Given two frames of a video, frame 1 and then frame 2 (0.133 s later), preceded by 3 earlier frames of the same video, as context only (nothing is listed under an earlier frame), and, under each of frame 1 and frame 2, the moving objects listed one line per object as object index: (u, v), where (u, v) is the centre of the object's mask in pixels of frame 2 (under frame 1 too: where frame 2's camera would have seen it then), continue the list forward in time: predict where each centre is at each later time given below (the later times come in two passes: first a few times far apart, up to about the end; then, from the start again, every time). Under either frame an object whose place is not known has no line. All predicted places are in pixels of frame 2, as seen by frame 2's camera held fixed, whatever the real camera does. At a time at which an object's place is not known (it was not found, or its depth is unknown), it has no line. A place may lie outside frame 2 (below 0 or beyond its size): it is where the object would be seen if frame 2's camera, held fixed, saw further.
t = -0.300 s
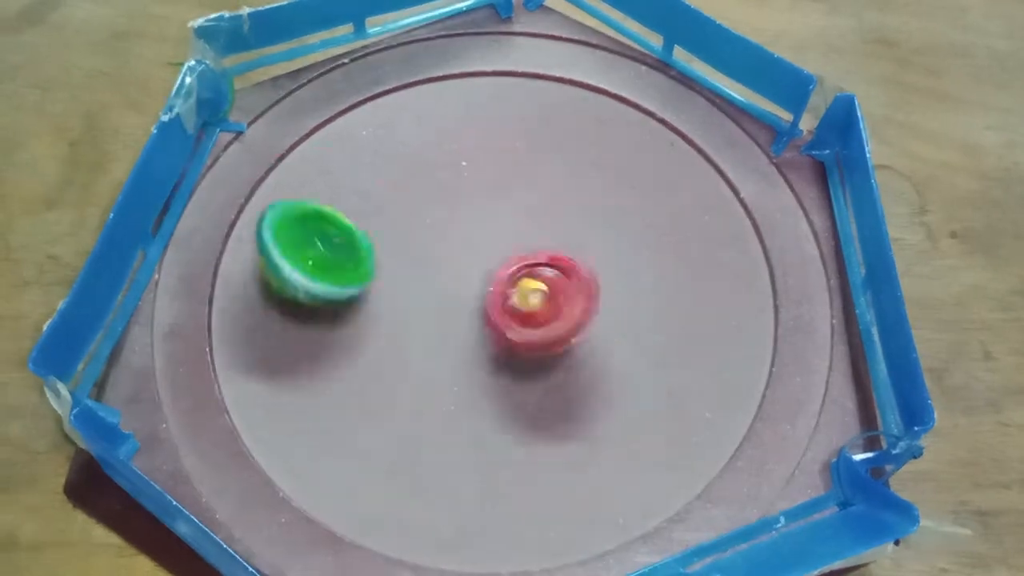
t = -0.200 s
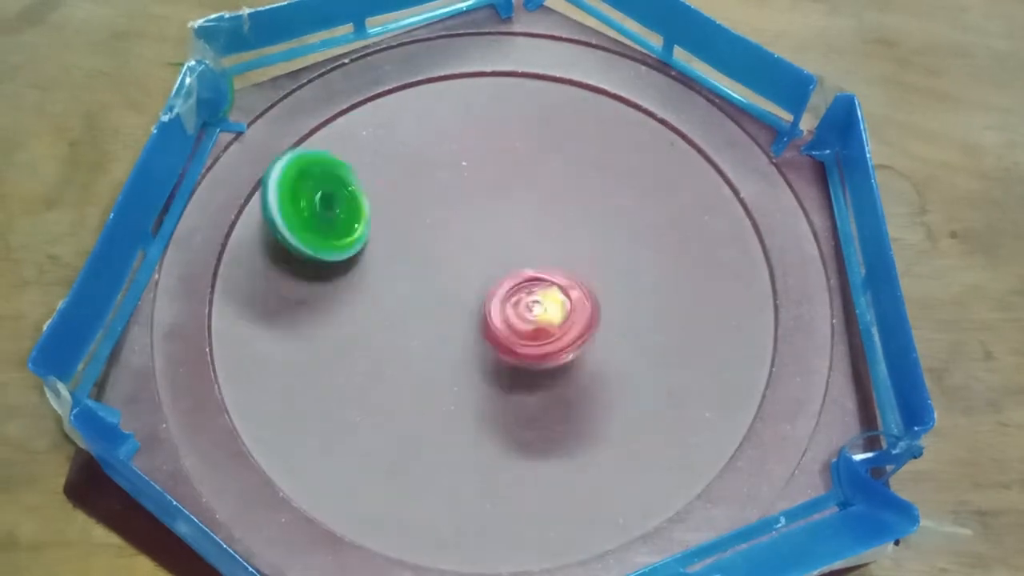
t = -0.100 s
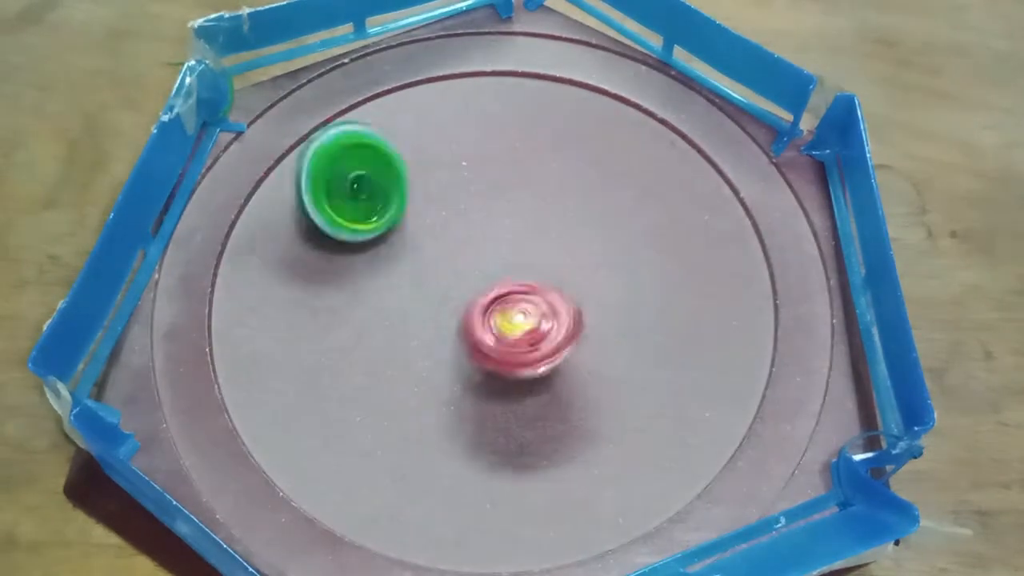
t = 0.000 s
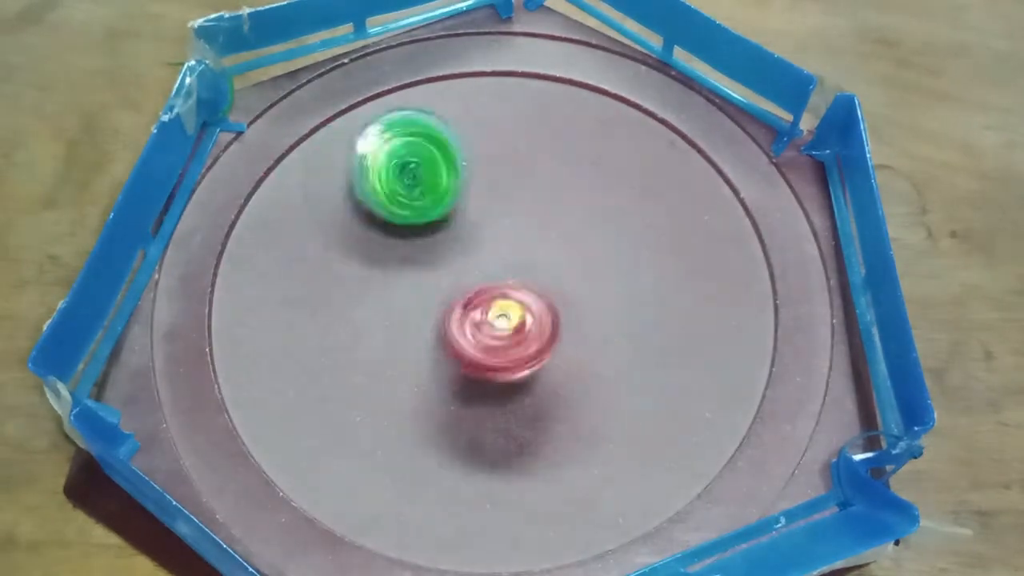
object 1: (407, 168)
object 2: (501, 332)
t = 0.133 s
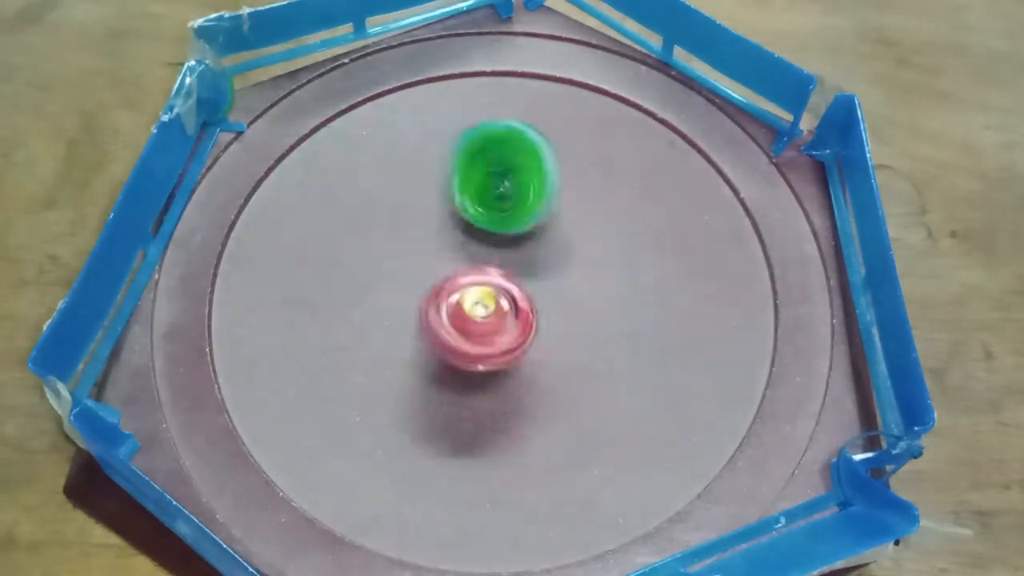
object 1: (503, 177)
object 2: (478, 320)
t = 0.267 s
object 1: (592, 226)
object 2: (467, 295)
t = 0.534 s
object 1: (625, 358)
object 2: (496, 253)
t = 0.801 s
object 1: (462, 374)
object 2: (546, 259)
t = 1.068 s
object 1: (400, 255)
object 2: (542, 299)
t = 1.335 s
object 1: (502, 196)
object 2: (489, 305)
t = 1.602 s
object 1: (570, 284)
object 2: (464, 266)
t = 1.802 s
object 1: (522, 359)
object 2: (483, 238)
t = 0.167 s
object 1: (527, 188)
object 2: (473, 312)
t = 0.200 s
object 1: (546, 199)
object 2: (469, 306)
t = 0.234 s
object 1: (573, 212)
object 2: (468, 301)
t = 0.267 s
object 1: (592, 226)
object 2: (467, 295)
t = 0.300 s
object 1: (607, 239)
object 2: (466, 289)
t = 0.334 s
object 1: (624, 259)
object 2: (467, 281)
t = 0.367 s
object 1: (633, 277)
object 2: (470, 274)
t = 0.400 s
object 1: (641, 291)
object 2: (474, 268)
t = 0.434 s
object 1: (643, 309)
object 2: (478, 264)
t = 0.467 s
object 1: (642, 326)
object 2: (482, 259)
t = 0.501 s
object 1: (636, 342)
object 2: (489, 256)
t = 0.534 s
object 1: (625, 358)
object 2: (496, 253)
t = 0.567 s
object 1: (610, 369)
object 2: (504, 250)
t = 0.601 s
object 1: (592, 379)
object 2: (510, 250)
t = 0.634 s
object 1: (570, 387)
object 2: (517, 248)
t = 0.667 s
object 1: (549, 390)
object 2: (524, 248)
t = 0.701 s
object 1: (525, 391)
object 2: (531, 249)
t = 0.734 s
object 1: (502, 389)
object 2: (538, 251)
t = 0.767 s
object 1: (481, 383)
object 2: (542, 255)
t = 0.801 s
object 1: (462, 374)
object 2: (546, 259)
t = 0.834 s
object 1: (440, 363)
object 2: (549, 264)
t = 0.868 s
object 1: (425, 352)
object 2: (553, 269)
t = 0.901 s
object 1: (412, 336)
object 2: (553, 274)
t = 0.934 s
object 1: (402, 320)
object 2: (553, 279)
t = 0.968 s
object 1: (395, 303)
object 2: (553, 284)
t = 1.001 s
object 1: (394, 287)
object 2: (550, 290)
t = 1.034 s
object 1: (396, 270)
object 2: (547, 295)
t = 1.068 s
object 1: (400, 255)
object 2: (542, 299)
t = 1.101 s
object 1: (408, 239)
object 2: (537, 304)
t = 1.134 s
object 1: (416, 226)
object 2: (531, 307)
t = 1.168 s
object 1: (429, 213)
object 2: (524, 309)
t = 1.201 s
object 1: (442, 207)
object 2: (517, 310)
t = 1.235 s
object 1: (453, 202)
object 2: (510, 309)
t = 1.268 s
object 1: (469, 196)
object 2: (502, 308)
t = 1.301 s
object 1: (484, 194)
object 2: (495, 306)
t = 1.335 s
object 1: (502, 196)
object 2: (489, 305)
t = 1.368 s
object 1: (516, 197)
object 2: (484, 301)
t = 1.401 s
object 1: (531, 205)
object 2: (478, 297)
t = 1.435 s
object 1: (539, 213)
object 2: (472, 293)
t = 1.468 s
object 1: (553, 224)
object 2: (469, 288)
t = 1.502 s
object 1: (561, 235)
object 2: (467, 282)
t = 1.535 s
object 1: (570, 253)
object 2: (464, 277)
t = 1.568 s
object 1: (570, 269)
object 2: (464, 271)
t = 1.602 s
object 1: (570, 284)
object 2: (464, 266)
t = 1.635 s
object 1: (569, 299)
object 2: (465, 259)
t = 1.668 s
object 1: (565, 316)
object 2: (467, 254)
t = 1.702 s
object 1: (557, 330)
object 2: (470, 249)
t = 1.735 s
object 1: (548, 340)
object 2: (474, 245)
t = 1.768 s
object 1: (535, 351)
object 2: (478, 242)
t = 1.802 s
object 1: (522, 359)
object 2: (483, 238)
